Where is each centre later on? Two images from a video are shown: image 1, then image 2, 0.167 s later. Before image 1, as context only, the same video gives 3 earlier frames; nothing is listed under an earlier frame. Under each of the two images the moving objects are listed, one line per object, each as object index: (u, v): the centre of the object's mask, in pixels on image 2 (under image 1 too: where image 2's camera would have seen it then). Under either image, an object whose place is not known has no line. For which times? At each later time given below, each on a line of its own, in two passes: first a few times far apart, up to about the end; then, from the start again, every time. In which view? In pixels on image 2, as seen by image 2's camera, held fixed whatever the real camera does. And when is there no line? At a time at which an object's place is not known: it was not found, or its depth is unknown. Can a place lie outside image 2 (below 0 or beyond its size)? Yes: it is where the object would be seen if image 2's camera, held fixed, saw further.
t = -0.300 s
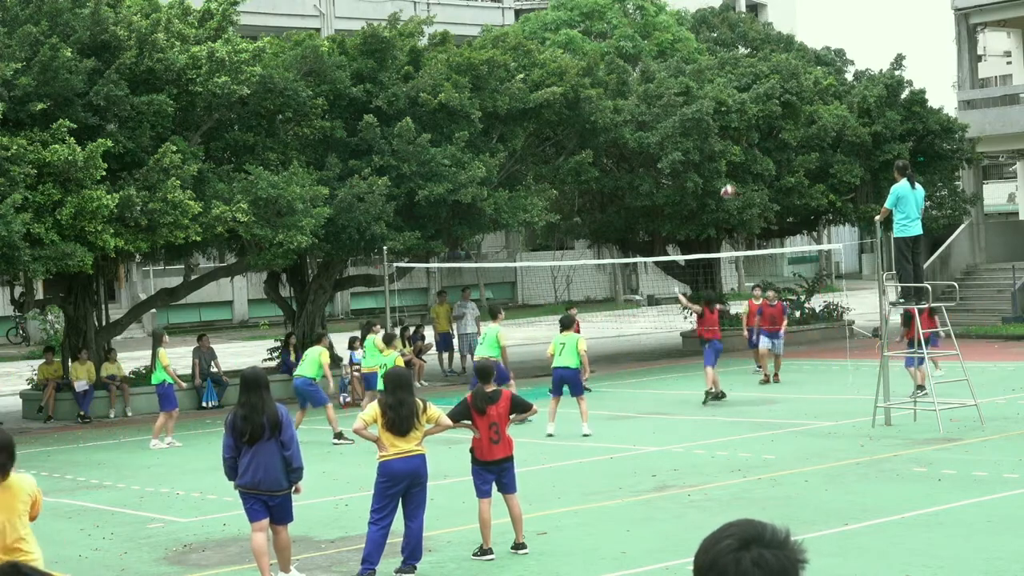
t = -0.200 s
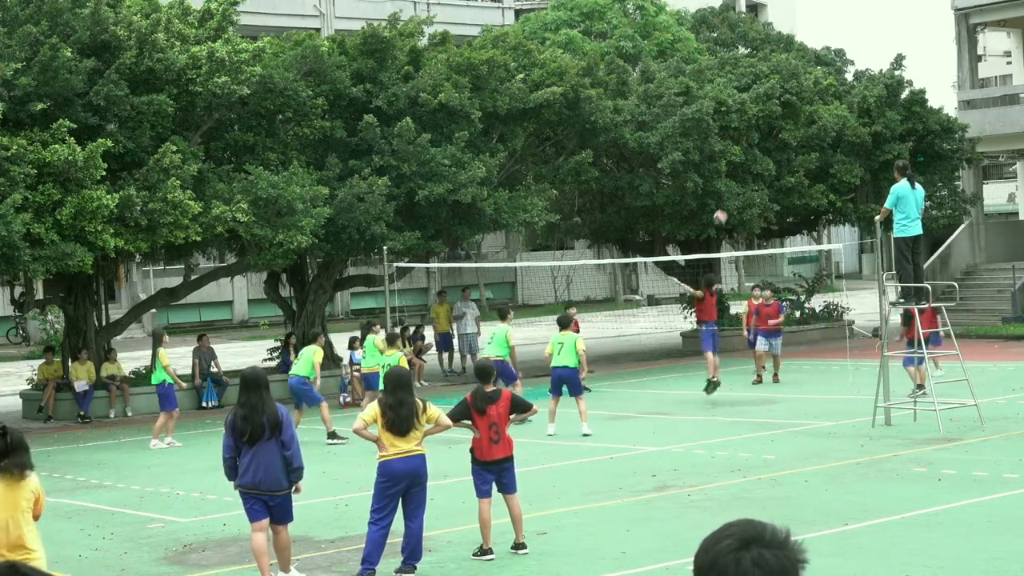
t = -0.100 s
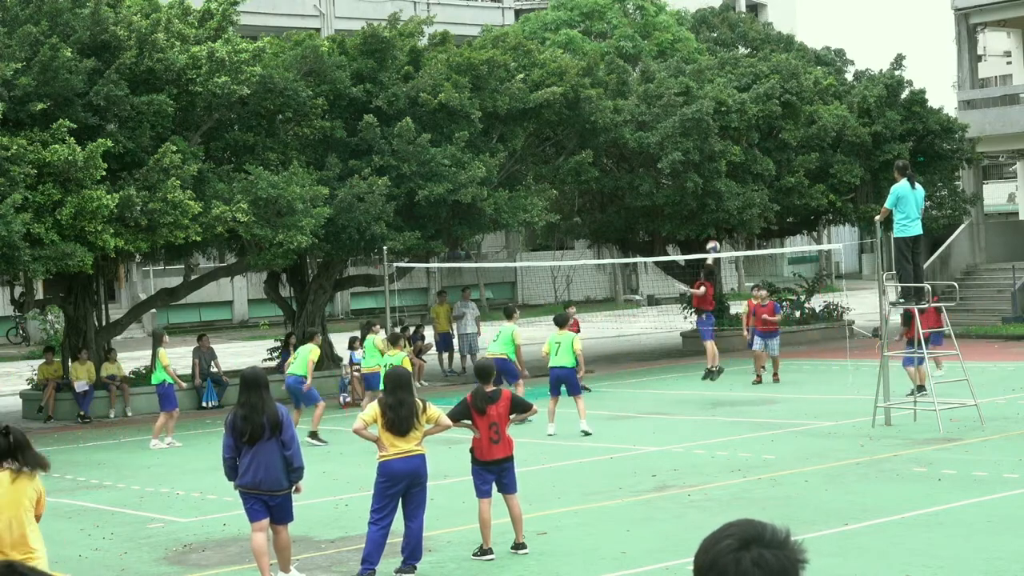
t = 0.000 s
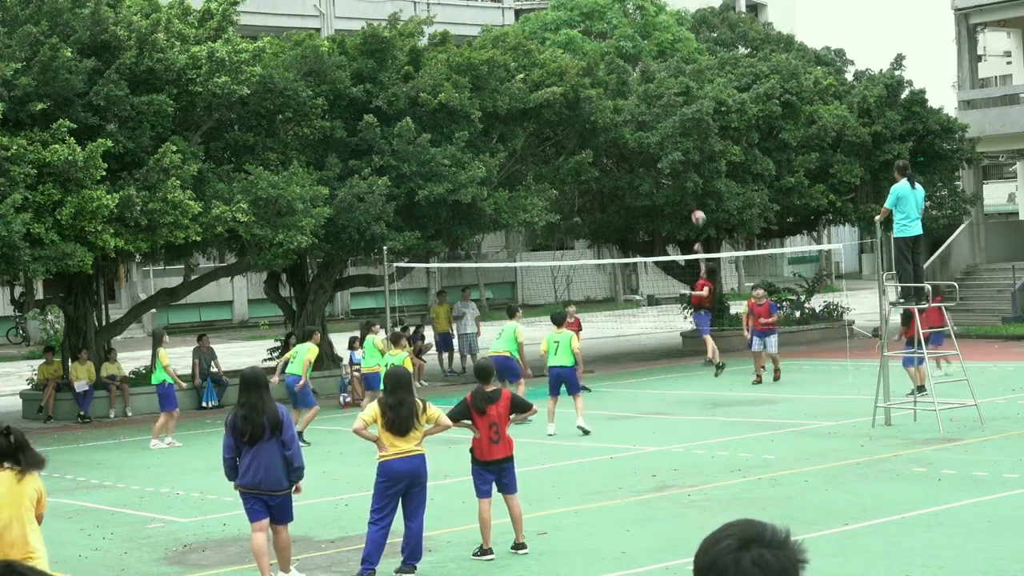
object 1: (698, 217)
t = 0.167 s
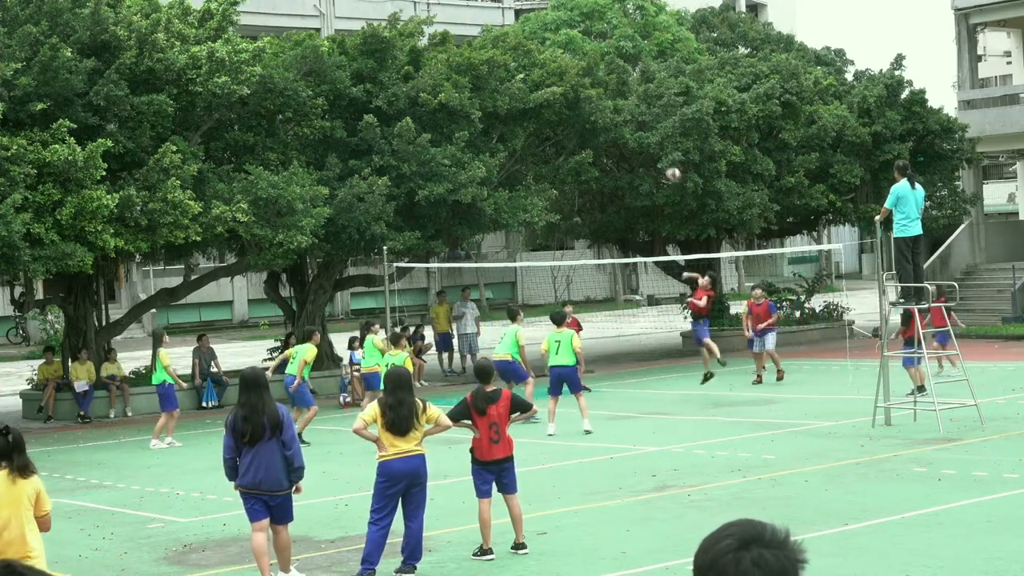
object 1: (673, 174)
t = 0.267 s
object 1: (658, 156)
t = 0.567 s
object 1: (614, 140)
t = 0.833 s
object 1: (577, 180)
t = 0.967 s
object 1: (558, 220)
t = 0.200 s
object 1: (668, 168)
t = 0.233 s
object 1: (663, 161)
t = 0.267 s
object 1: (658, 156)
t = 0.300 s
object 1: (653, 152)
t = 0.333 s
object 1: (648, 148)
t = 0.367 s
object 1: (643, 144)
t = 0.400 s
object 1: (639, 141)
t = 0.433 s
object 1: (634, 139)
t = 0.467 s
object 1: (629, 139)
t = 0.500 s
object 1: (624, 138)
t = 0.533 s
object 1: (619, 139)
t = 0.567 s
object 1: (614, 140)
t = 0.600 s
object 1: (610, 143)
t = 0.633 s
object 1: (605, 146)
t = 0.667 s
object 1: (601, 148)
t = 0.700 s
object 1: (596, 153)
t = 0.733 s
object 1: (592, 158)
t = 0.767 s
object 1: (587, 164)
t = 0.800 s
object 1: (582, 172)
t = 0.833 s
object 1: (577, 180)
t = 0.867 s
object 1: (573, 188)
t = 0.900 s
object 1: (568, 197)
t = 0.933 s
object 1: (564, 209)
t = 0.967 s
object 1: (558, 220)
